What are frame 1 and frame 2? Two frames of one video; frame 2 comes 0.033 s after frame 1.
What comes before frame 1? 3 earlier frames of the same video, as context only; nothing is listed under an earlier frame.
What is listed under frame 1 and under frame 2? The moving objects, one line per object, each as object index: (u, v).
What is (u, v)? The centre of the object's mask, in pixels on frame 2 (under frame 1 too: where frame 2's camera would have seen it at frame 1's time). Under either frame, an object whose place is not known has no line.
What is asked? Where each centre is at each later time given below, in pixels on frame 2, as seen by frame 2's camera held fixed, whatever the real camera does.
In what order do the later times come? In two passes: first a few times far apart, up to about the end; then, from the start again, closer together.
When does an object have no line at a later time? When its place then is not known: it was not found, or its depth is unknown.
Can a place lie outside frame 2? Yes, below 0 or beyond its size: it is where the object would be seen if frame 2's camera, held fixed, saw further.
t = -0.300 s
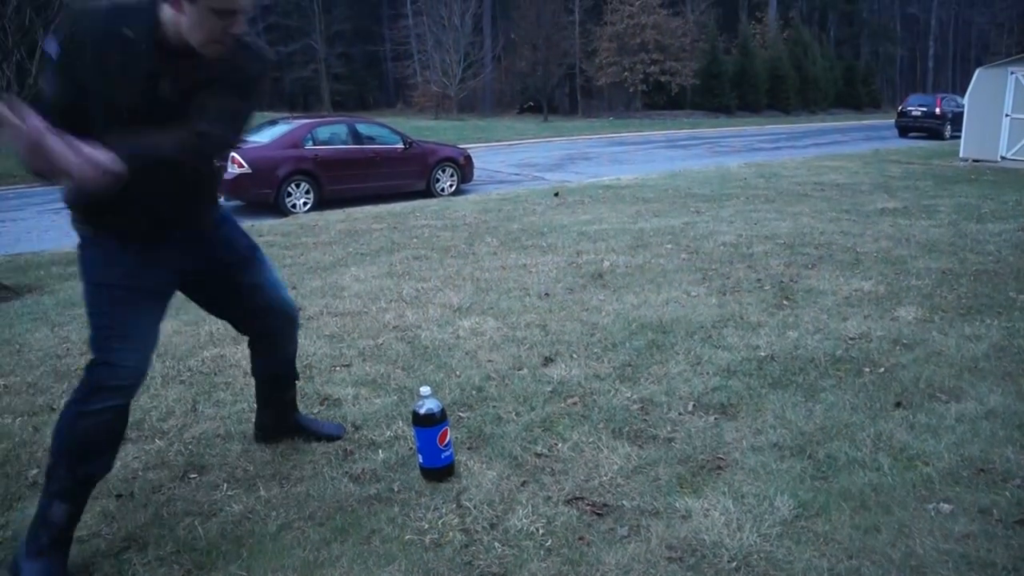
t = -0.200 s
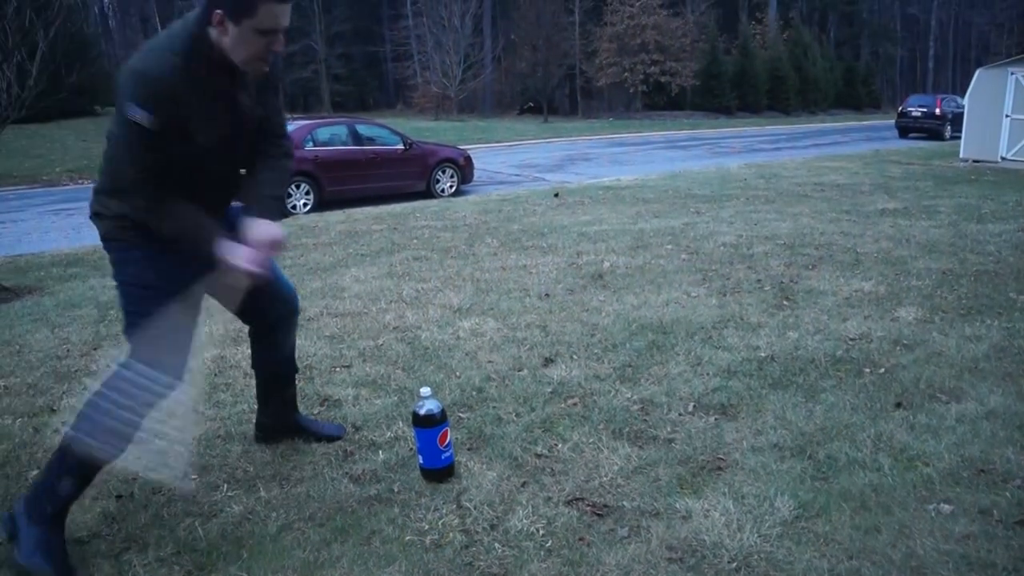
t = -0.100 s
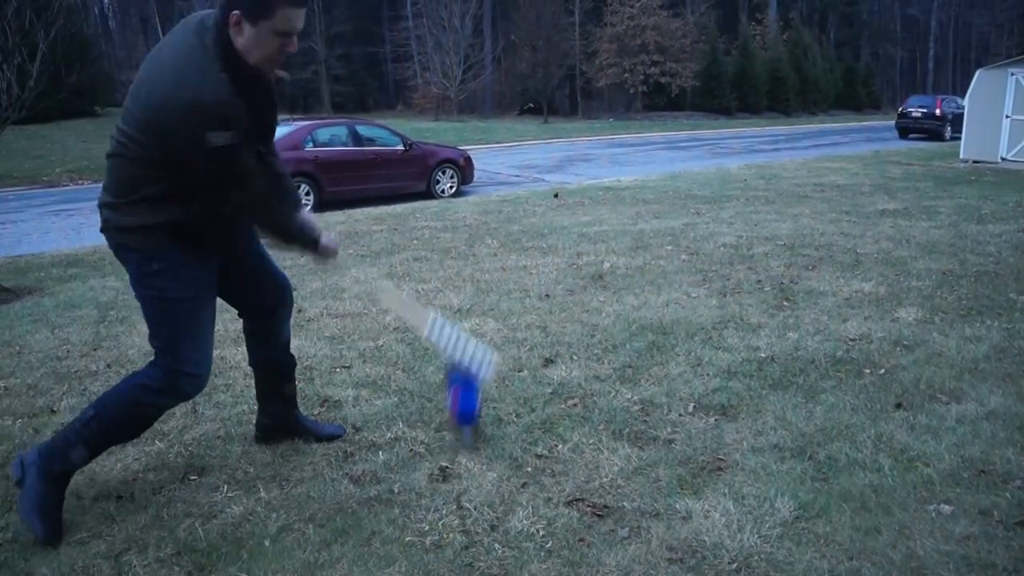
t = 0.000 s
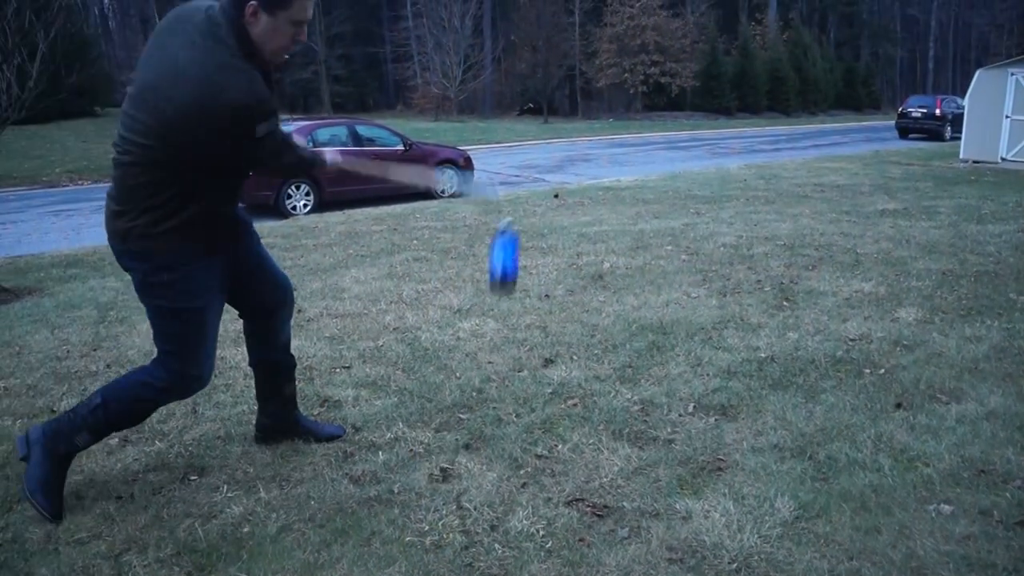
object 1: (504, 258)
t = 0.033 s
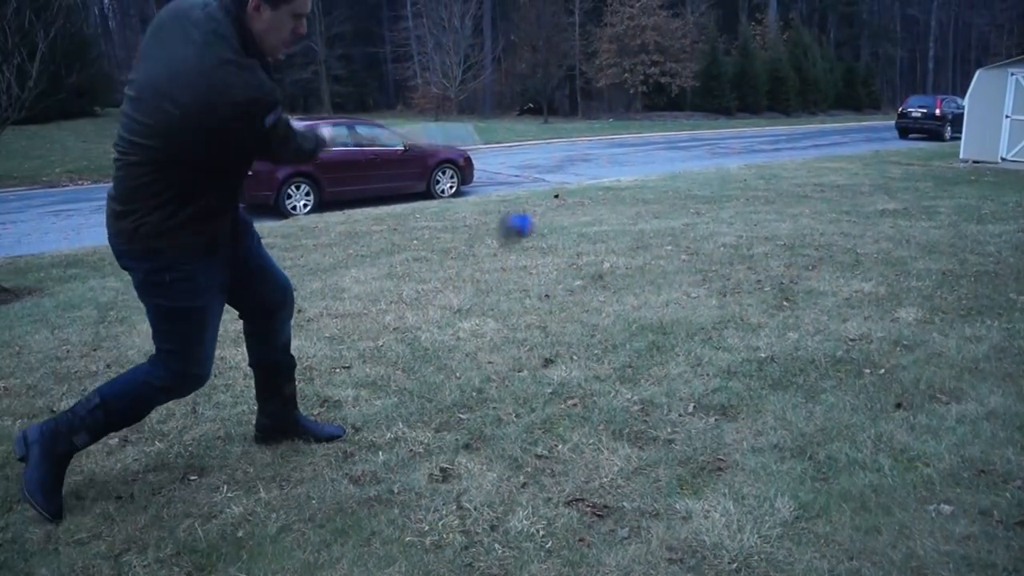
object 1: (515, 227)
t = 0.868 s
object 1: (640, 219)
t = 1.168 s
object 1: (640, 212)
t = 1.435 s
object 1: (637, 200)
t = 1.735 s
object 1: (630, 200)
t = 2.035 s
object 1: (623, 197)
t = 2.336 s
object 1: (618, 202)
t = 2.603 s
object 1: (619, 204)
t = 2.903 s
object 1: (622, 205)
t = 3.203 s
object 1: (622, 206)
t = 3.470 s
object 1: (622, 205)
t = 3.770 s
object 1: (621, 205)
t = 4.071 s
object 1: (620, 205)
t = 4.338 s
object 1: (618, 203)
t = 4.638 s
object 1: (618, 204)
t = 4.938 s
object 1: (617, 203)
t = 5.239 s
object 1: (618, 204)
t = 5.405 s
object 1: (618, 204)
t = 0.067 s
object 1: (527, 200)
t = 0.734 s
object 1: (633, 190)
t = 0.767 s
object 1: (636, 202)
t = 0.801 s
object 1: (637, 214)
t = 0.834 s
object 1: (640, 223)
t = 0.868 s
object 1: (640, 219)
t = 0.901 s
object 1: (640, 214)
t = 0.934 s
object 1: (640, 213)
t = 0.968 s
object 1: (640, 210)
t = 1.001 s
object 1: (640, 209)
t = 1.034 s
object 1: (641, 208)
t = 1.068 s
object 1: (641, 210)
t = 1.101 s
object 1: (641, 211)
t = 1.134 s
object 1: (641, 211)
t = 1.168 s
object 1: (640, 212)
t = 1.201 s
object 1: (640, 211)
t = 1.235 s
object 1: (640, 209)
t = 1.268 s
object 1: (640, 205)
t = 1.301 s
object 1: (639, 202)
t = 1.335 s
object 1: (638, 200)
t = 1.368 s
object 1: (638, 199)
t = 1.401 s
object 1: (638, 199)
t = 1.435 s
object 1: (637, 200)
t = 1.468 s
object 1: (637, 201)
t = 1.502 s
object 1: (636, 202)
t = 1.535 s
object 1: (636, 204)
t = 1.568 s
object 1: (635, 202)
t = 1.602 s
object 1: (634, 201)
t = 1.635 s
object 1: (633, 199)
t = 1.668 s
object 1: (632, 199)
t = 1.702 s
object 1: (631, 200)
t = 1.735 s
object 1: (630, 200)
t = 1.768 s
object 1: (630, 201)
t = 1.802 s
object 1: (629, 203)
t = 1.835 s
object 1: (628, 203)
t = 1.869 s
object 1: (627, 202)
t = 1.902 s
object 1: (627, 201)
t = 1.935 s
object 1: (626, 200)
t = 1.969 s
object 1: (625, 199)
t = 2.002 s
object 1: (624, 198)
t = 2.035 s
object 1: (623, 197)
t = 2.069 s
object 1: (622, 197)
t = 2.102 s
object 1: (622, 198)
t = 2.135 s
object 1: (621, 199)
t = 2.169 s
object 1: (621, 200)
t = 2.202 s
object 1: (619, 202)
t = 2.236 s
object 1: (618, 202)
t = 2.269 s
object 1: (618, 202)
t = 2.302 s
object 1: (618, 202)
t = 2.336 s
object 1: (618, 202)
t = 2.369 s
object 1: (618, 202)
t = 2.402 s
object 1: (618, 202)
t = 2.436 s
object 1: (618, 202)
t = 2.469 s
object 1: (618, 203)
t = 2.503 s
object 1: (618, 203)
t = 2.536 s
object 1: (618, 203)
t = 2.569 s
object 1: (618, 203)
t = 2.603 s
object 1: (619, 204)
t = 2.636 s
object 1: (619, 204)
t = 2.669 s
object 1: (619, 204)
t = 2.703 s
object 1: (620, 204)
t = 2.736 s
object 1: (620, 204)
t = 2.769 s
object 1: (621, 205)
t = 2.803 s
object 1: (621, 205)
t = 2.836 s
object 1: (622, 205)
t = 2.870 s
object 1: (622, 205)
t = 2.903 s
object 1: (622, 205)
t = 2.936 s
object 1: (622, 205)
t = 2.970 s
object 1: (622, 205)
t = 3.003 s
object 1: (622, 205)
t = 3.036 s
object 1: (622, 205)
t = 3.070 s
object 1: (622, 205)
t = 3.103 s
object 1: (622, 205)
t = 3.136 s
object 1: (622, 205)
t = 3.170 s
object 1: (622, 206)
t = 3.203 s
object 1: (622, 206)
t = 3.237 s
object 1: (622, 205)
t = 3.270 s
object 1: (622, 206)
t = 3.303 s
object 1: (622, 205)
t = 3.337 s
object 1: (622, 205)
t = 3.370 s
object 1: (622, 205)
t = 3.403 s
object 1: (622, 205)
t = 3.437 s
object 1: (622, 205)
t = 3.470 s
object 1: (622, 205)
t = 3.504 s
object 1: (622, 205)
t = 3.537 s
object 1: (622, 205)
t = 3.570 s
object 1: (622, 205)
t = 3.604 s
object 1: (622, 205)
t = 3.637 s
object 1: (622, 205)
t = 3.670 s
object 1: (621, 205)
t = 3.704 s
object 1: (621, 205)
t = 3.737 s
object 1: (622, 205)
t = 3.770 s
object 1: (621, 205)
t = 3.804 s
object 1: (621, 205)
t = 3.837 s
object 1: (621, 205)
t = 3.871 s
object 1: (621, 205)
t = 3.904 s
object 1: (621, 205)
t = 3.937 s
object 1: (621, 205)
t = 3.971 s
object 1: (621, 205)
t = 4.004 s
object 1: (621, 205)
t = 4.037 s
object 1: (620, 205)
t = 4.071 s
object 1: (620, 205)
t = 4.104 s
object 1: (620, 205)
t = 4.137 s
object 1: (620, 204)
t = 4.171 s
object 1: (619, 204)
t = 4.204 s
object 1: (619, 204)
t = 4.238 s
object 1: (619, 204)
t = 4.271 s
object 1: (619, 204)
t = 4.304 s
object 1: (619, 204)
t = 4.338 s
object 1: (618, 203)
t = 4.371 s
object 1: (618, 203)
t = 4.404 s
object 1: (618, 203)
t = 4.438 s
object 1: (618, 203)
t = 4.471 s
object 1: (618, 203)
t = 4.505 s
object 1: (618, 203)
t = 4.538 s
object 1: (618, 204)
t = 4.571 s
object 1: (618, 204)
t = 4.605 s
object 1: (618, 203)
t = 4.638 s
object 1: (618, 204)
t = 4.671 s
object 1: (618, 204)
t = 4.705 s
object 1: (618, 204)
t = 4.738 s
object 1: (618, 204)
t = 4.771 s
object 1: (618, 204)
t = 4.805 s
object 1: (618, 203)
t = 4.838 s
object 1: (617, 203)
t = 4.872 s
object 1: (617, 203)
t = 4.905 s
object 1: (617, 203)
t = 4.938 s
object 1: (617, 203)
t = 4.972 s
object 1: (618, 203)
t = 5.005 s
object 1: (618, 203)
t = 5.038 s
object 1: (618, 204)
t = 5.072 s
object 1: (618, 204)
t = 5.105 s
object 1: (618, 203)
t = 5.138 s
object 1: (618, 204)
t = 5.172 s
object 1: (618, 204)
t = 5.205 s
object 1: (618, 204)
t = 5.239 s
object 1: (618, 204)
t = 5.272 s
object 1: (618, 204)
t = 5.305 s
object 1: (618, 204)
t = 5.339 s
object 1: (618, 204)
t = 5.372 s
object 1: (618, 204)
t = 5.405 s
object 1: (618, 204)
